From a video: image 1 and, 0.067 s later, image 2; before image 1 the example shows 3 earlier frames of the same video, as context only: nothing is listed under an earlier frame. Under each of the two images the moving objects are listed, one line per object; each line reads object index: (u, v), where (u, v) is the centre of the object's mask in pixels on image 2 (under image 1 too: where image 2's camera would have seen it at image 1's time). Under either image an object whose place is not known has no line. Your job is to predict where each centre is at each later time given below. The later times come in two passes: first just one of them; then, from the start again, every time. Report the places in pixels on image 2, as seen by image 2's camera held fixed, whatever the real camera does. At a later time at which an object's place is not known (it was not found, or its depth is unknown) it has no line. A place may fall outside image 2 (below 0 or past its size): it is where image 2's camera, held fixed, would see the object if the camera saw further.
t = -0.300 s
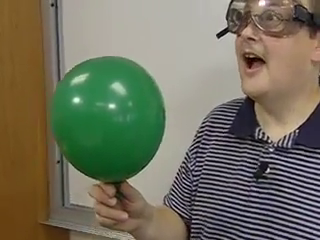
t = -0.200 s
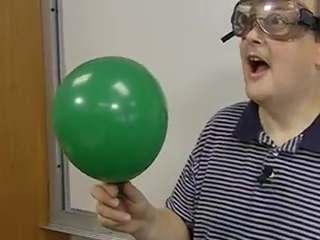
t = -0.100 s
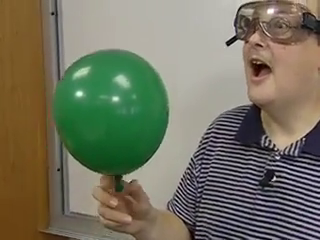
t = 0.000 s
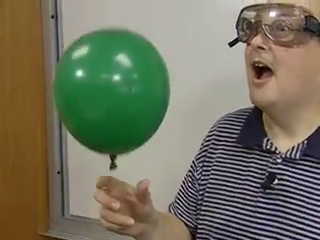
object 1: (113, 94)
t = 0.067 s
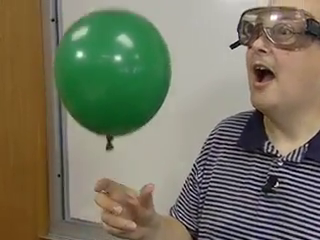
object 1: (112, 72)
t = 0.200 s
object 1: (112, 23)
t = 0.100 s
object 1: (112, 59)
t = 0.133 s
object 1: (112, 48)
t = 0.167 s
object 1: (112, 36)
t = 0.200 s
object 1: (112, 23)
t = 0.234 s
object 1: (112, 11)
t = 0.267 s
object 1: (113, -5)
